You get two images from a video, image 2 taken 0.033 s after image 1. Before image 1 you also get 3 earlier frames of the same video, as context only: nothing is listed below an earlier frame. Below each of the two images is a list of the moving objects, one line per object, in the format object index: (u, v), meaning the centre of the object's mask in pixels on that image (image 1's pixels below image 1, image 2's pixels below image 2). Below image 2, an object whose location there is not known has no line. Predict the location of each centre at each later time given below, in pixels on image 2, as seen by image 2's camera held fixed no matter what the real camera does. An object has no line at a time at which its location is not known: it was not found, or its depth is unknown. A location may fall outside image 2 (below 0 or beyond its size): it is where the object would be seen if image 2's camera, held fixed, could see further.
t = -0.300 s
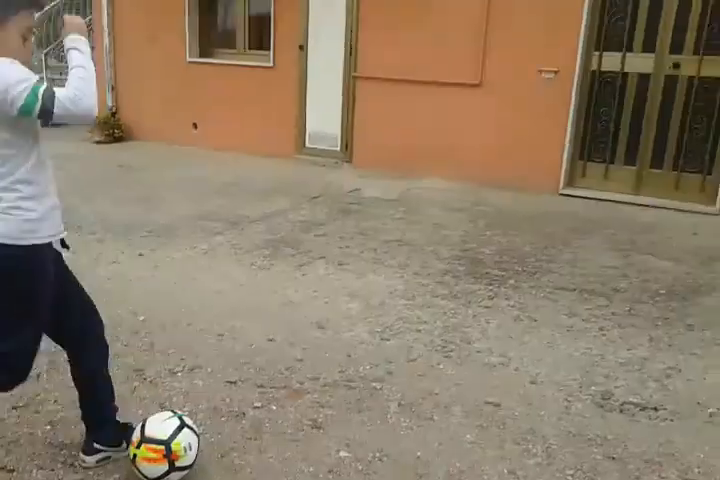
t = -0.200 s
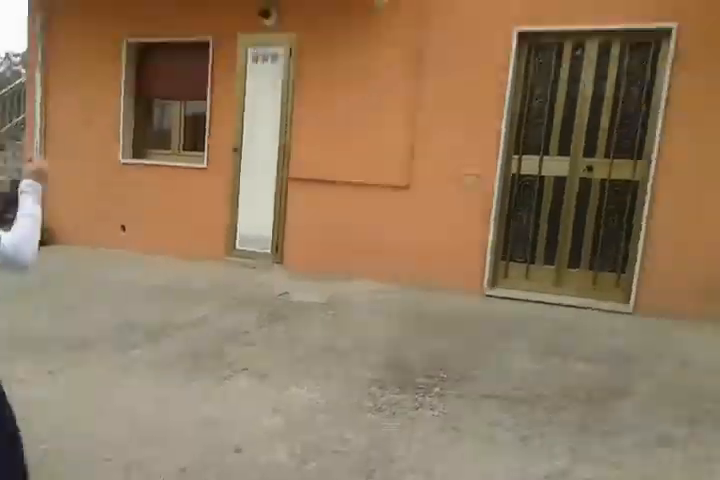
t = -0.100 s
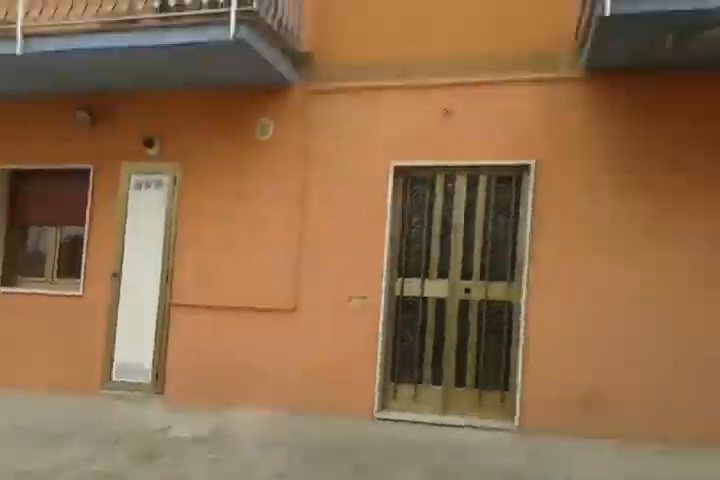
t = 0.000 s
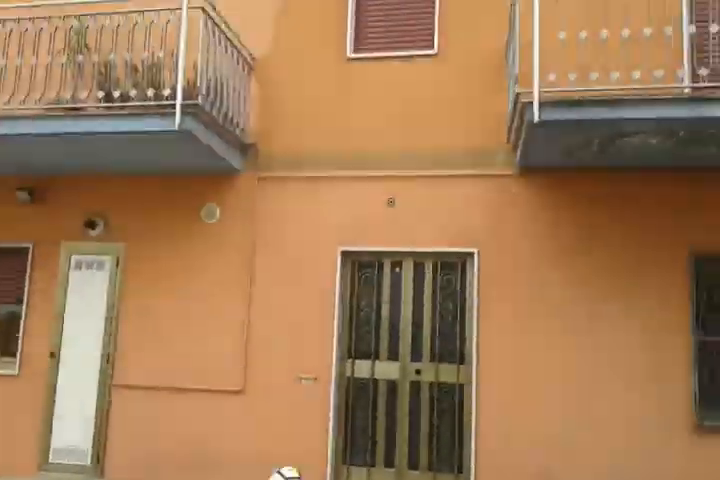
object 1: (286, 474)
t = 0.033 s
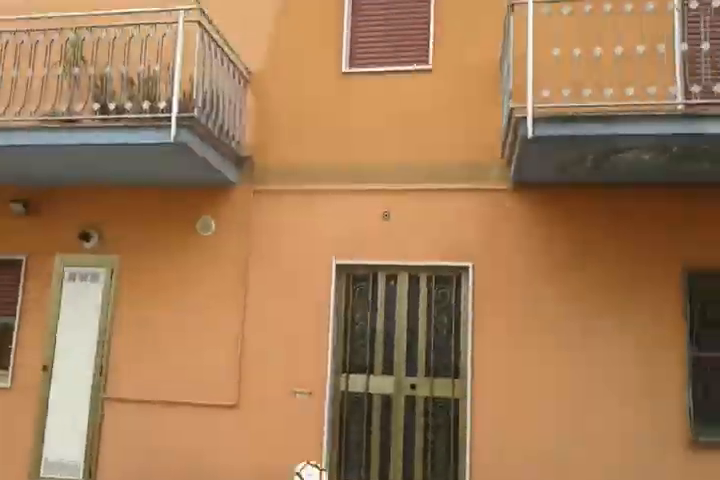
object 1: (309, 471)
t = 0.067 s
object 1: (333, 456)
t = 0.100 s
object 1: (370, 437)
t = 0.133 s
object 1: (385, 428)
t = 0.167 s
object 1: (397, 422)
